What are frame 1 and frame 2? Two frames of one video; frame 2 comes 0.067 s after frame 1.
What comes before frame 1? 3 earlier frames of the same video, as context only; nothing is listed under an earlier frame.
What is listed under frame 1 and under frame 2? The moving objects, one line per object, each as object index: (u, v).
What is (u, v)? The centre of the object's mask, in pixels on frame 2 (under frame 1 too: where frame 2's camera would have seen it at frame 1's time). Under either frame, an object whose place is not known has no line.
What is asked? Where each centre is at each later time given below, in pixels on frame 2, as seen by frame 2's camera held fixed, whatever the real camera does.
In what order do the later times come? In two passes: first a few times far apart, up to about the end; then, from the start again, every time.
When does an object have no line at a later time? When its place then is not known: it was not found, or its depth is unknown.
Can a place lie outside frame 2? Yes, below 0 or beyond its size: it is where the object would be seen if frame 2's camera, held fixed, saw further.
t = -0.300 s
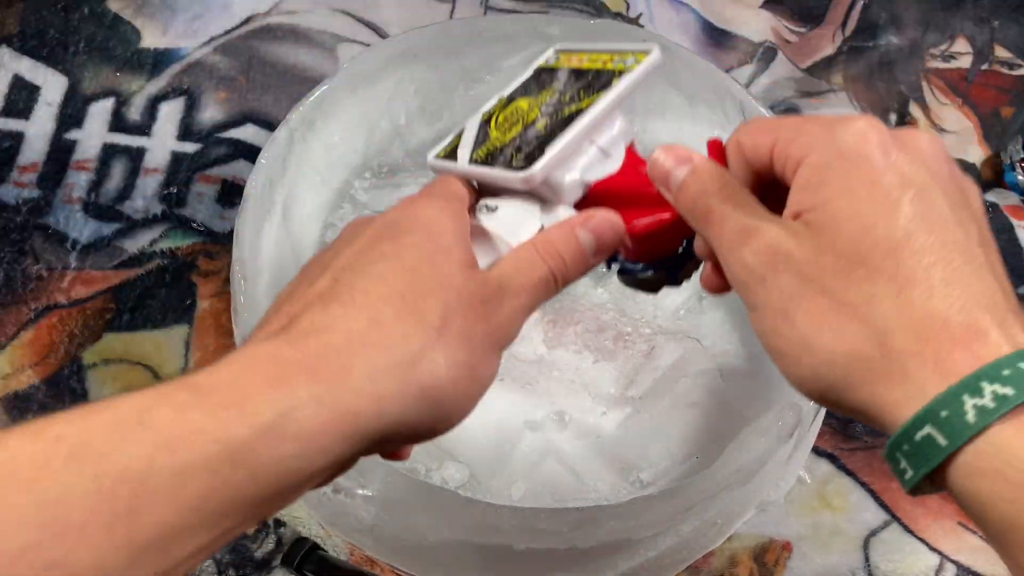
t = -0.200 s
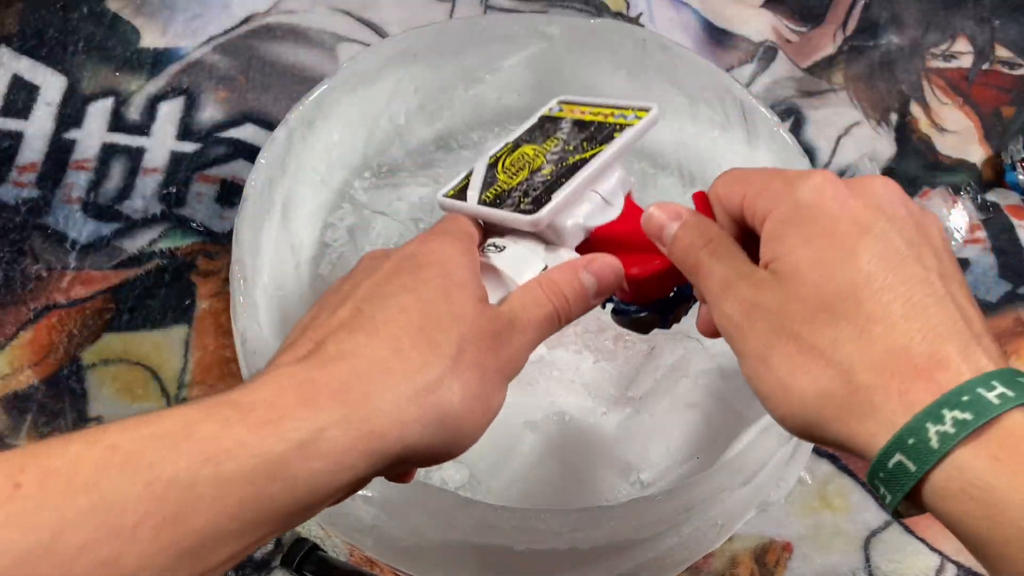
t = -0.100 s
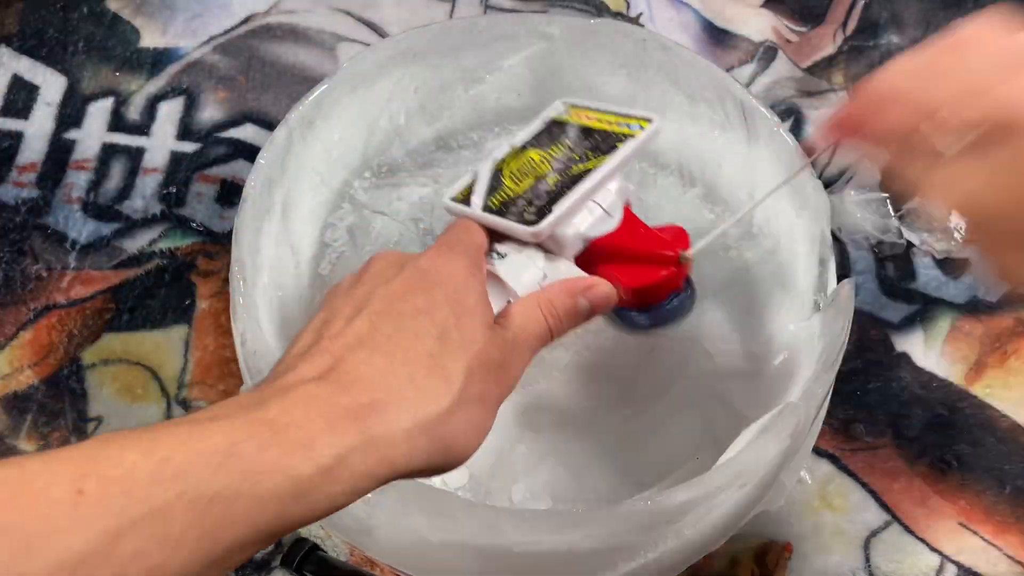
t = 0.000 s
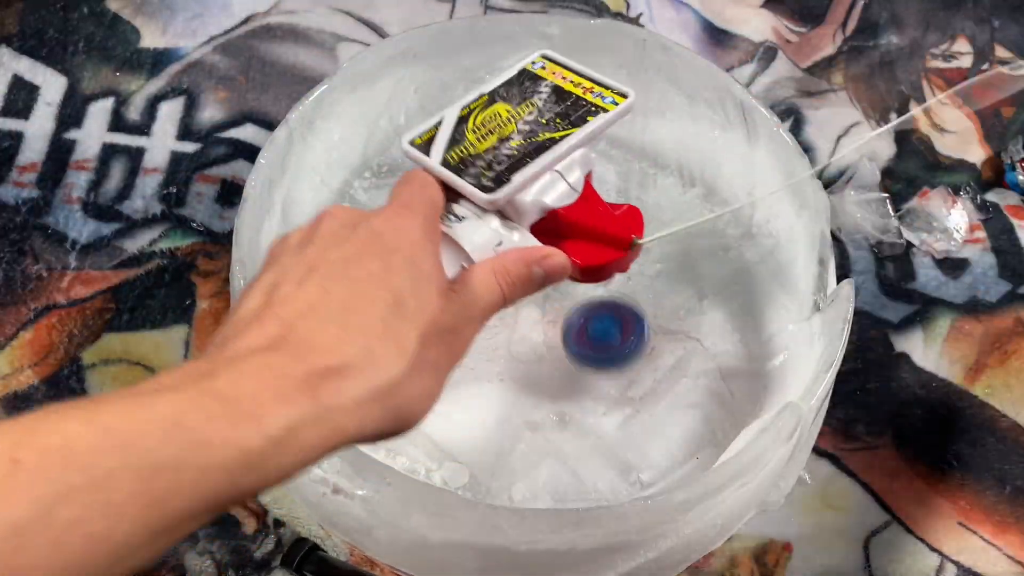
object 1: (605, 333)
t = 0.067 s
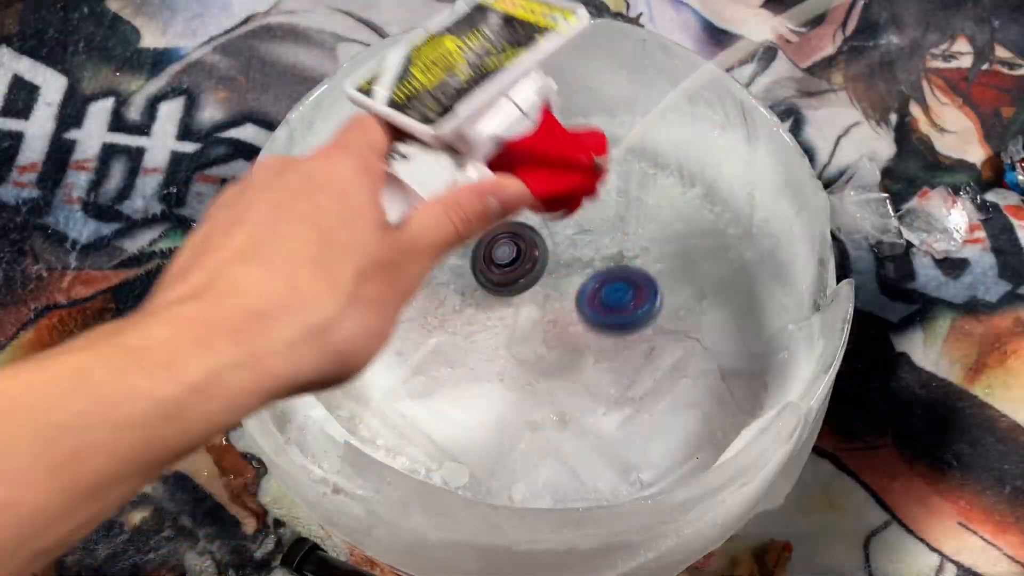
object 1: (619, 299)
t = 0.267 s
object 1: (586, 226)
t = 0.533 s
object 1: (488, 195)
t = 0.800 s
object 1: (340, 310)
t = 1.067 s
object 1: (688, 265)
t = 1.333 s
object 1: (607, 150)
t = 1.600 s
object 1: (432, 216)
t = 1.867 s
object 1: (627, 376)
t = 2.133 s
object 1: (616, 295)
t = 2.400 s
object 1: (669, 270)
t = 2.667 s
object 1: (475, 190)
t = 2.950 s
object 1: (476, 415)
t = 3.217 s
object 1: (572, 298)
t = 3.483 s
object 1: (661, 335)
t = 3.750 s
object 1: (601, 314)
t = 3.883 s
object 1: (621, 292)
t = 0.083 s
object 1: (621, 290)
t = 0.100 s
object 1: (622, 284)
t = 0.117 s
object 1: (622, 281)
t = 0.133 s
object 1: (621, 280)
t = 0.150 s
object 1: (617, 273)
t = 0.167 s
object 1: (611, 266)
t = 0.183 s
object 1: (603, 260)
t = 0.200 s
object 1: (594, 252)
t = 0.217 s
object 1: (590, 245)
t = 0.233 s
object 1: (590, 238)
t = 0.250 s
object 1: (589, 233)
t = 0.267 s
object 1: (586, 226)
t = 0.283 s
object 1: (583, 222)
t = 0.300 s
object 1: (578, 218)
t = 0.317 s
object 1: (572, 215)
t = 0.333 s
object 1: (565, 213)
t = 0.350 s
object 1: (557, 211)
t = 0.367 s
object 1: (550, 208)
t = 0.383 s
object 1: (548, 203)
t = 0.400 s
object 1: (545, 199)
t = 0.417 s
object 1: (542, 196)
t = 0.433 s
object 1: (537, 193)
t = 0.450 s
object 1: (531, 191)
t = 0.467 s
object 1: (525, 190)
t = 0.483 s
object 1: (516, 190)
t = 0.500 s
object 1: (508, 191)
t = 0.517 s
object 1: (498, 192)
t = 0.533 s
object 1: (488, 195)
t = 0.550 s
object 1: (477, 198)
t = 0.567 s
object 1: (467, 203)
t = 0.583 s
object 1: (456, 207)
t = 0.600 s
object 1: (444, 213)
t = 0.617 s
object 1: (434, 218)
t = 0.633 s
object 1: (421, 222)
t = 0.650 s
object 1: (409, 226)
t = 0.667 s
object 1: (397, 231)
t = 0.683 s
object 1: (386, 238)
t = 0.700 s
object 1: (374, 245)
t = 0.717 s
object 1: (368, 253)
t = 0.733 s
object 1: (364, 264)
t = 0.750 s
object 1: (360, 277)
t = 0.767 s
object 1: (355, 289)
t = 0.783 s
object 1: (348, 300)
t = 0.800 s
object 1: (340, 310)
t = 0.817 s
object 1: (331, 321)
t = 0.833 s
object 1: (337, 323)
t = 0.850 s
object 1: (374, 316)
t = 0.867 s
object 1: (410, 311)
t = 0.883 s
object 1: (445, 310)
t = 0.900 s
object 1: (479, 311)
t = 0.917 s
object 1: (509, 317)
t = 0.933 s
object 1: (537, 321)
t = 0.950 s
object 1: (565, 317)
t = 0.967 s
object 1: (591, 316)
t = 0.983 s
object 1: (614, 310)
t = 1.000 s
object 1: (635, 305)
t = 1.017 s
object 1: (653, 295)
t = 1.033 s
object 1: (668, 286)
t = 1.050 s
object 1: (679, 277)
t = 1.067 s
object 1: (688, 265)
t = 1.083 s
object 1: (695, 254)
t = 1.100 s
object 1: (696, 240)
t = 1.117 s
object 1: (695, 228)
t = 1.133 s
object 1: (693, 218)
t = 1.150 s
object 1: (690, 210)
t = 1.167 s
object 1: (685, 202)
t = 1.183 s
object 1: (680, 194)
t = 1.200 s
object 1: (674, 188)
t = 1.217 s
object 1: (668, 181)
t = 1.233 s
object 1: (660, 175)
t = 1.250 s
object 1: (652, 170)
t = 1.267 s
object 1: (644, 166)
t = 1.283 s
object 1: (636, 161)
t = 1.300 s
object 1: (627, 158)
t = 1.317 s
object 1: (617, 154)
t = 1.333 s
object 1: (607, 150)
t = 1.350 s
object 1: (596, 147)
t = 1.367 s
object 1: (586, 145)
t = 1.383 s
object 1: (575, 142)
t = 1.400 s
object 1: (562, 139)
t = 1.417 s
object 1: (550, 138)
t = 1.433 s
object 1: (538, 136)
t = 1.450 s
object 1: (524, 135)
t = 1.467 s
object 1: (510, 134)
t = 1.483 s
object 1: (497, 135)
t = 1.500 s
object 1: (482, 135)
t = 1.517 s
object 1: (468, 137)
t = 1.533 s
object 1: (462, 147)
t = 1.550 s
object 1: (455, 162)
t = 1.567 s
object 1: (448, 181)
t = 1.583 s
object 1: (440, 197)
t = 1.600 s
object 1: (432, 216)
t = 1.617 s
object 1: (405, 213)
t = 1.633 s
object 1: (380, 209)
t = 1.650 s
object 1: (358, 207)
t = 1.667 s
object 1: (352, 210)
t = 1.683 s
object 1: (374, 219)
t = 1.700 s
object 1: (397, 231)
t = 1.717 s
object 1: (421, 247)
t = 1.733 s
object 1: (447, 265)
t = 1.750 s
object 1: (472, 287)
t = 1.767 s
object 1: (498, 312)
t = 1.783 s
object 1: (523, 338)
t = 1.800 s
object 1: (543, 344)
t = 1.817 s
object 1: (563, 350)
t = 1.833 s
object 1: (584, 360)
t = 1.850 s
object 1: (604, 373)
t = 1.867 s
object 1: (627, 376)
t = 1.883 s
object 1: (651, 377)
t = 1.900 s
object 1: (672, 372)
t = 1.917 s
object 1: (688, 363)
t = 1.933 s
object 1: (701, 354)
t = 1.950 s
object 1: (714, 347)
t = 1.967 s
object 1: (721, 339)
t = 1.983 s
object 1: (716, 333)
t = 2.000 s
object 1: (711, 329)
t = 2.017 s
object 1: (698, 324)
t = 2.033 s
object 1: (683, 321)
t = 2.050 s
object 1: (667, 318)
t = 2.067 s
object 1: (653, 309)
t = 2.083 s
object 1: (639, 300)
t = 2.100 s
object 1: (625, 295)
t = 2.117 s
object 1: (612, 286)
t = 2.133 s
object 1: (616, 295)
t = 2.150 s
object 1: (621, 302)
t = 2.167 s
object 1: (626, 309)
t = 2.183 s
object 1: (630, 315)
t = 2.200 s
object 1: (635, 318)
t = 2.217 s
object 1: (640, 320)
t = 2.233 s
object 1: (645, 321)
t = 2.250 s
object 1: (650, 321)
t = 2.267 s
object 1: (653, 320)
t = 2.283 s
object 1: (657, 318)
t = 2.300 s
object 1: (660, 314)
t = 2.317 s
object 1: (663, 309)
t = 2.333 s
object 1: (665, 304)
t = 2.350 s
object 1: (668, 297)
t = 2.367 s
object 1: (669, 289)
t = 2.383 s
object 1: (670, 280)
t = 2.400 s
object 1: (669, 270)
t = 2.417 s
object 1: (668, 259)
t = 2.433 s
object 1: (664, 248)
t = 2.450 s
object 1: (659, 236)
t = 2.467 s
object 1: (652, 225)
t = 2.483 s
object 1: (644, 215)
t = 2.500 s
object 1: (634, 206)
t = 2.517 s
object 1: (621, 197)
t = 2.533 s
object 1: (607, 190)
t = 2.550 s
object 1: (592, 184)
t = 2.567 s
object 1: (576, 181)
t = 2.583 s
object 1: (559, 178)
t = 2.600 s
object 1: (542, 178)
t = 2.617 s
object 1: (524, 179)
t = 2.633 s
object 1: (508, 181)
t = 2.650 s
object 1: (491, 185)
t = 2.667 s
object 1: (475, 190)
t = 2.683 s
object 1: (459, 198)
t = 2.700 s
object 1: (444, 207)
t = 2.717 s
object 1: (430, 217)
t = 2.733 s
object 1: (418, 229)
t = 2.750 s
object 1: (408, 241)
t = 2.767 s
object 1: (398, 255)
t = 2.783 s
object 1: (391, 269)
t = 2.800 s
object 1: (386, 284)
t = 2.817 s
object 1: (385, 301)
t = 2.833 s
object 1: (385, 318)
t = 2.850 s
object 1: (388, 335)
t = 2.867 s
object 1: (395, 351)
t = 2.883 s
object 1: (405, 368)
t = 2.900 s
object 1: (418, 383)
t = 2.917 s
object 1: (435, 396)
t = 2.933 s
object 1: (455, 405)
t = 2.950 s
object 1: (476, 415)
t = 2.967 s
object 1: (496, 424)
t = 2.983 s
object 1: (513, 431)
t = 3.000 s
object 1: (529, 437)
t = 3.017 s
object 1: (543, 444)
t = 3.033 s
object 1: (556, 453)
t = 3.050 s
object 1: (567, 463)
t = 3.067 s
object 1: (571, 448)
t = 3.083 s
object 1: (569, 420)
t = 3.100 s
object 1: (567, 395)
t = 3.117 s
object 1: (564, 372)
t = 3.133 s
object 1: (561, 353)
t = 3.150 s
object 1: (557, 337)
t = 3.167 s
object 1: (554, 324)
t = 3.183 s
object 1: (551, 314)
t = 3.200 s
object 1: (552, 294)
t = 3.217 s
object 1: (572, 298)
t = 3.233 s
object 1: (597, 308)
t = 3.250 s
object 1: (622, 322)
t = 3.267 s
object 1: (646, 338)
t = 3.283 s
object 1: (672, 357)
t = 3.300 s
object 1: (687, 361)
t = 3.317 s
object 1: (697, 358)
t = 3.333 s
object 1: (707, 357)
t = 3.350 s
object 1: (716, 359)
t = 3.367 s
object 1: (723, 364)
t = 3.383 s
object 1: (729, 370)
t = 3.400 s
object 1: (729, 373)
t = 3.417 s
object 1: (718, 361)
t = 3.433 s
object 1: (705, 352)
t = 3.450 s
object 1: (692, 345)
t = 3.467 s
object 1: (677, 340)
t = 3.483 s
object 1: (661, 335)
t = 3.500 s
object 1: (645, 323)
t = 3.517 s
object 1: (629, 314)
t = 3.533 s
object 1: (613, 306)
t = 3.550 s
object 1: (598, 298)
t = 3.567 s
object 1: (581, 290)
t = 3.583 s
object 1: (565, 282)
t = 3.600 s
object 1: (550, 274)
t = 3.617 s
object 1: (537, 266)
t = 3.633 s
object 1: (526, 261)
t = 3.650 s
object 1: (539, 275)
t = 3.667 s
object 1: (552, 286)
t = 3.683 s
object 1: (565, 295)
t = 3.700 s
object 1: (576, 303)
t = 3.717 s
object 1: (585, 307)
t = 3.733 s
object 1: (594, 312)
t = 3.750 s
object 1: (601, 314)
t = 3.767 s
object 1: (608, 315)
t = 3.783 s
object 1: (612, 314)
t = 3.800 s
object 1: (616, 312)
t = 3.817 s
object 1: (620, 309)
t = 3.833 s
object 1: (622, 304)
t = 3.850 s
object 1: (623, 299)
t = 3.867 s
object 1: (624, 296)
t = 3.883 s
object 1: (621, 292)
